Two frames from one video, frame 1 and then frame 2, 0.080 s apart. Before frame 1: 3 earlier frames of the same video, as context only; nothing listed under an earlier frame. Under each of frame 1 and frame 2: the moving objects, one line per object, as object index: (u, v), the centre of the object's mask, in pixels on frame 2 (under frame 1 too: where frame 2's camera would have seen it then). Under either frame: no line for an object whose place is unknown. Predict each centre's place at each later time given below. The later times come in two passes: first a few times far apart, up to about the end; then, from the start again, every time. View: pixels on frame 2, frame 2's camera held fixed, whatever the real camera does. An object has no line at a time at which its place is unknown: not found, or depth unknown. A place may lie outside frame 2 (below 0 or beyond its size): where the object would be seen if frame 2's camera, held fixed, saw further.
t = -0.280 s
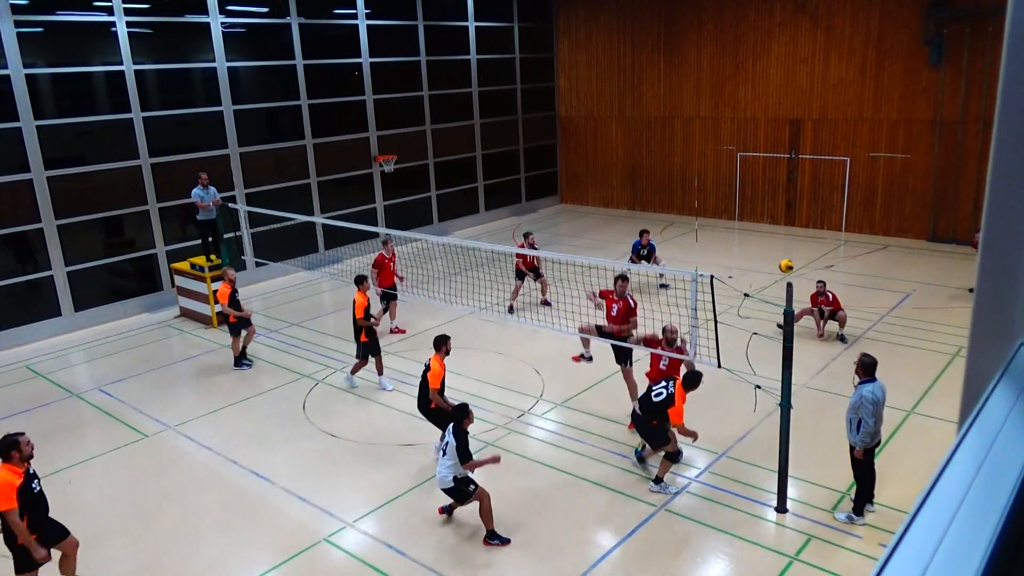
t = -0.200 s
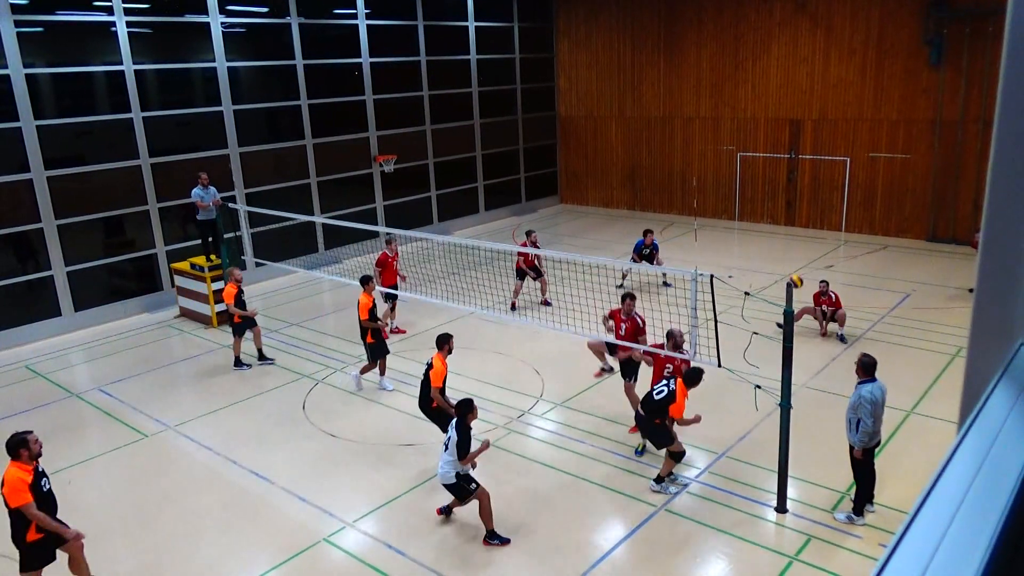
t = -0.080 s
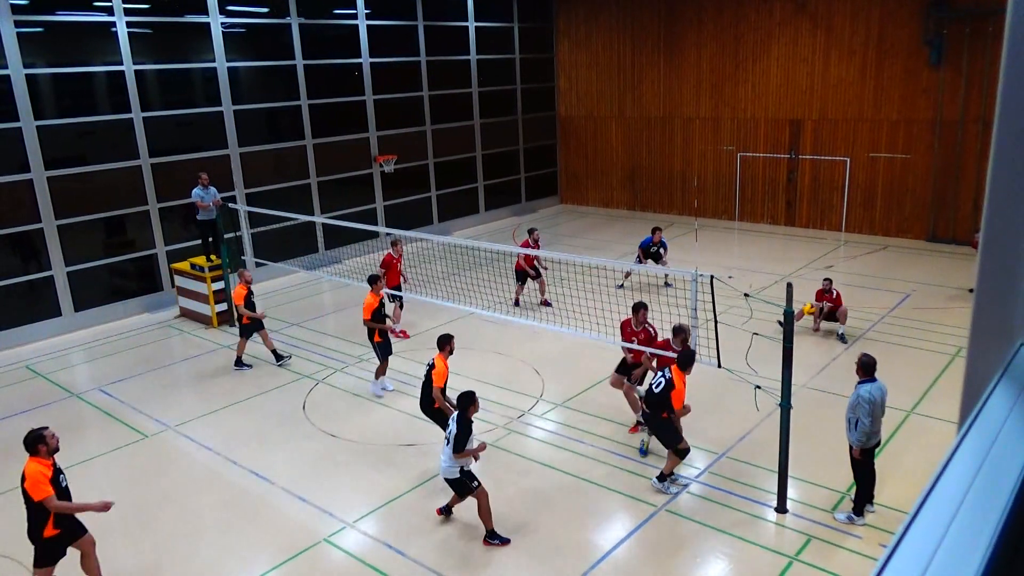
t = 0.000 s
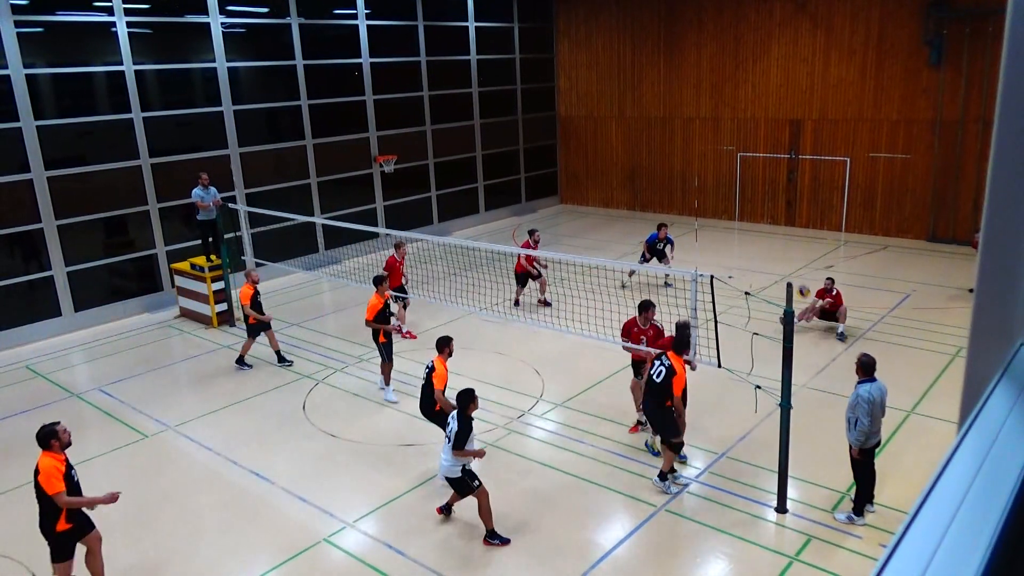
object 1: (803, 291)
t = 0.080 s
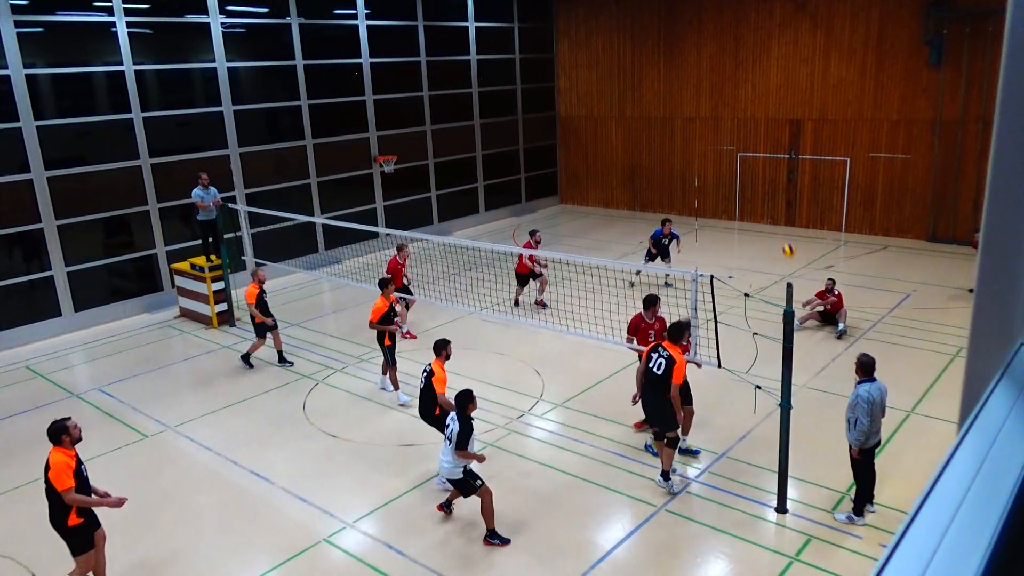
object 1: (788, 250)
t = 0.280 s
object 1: (750, 160)
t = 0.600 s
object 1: (685, 58)
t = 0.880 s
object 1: (624, 21)
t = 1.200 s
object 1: (555, 46)
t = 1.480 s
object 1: (496, 126)
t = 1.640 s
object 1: (466, 194)
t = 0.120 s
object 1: (781, 231)
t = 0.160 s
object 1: (774, 212)
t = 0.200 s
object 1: (766, 194)
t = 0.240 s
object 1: (757, 176)
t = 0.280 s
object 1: (750, 160)
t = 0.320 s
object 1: (743, 144)
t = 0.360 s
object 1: (735, 129)
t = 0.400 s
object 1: (727, 115)
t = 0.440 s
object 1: (719, 101)
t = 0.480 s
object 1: (711, 89)
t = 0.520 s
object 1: (701, 77)
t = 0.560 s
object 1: (694, 67)
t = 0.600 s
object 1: (685, 58)
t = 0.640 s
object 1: (676, 50)
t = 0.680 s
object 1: (668, 42)
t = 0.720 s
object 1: (659, 36)
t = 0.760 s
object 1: (651, 30)
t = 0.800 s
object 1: (642, 26)
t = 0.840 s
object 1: (633, 23)
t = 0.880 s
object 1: (624, 21)
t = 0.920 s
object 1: (616, 21)
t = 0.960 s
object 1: (607, 21)
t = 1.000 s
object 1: (598, 22)
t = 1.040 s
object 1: (590, 24)
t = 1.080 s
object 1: (581, 28)
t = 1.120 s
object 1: (572, 32)
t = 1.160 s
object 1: (564, 38)
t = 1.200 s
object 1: (555, 46)
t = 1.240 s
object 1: (546, 54)
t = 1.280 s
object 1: (538, 63)
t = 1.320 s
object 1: (529, 74)
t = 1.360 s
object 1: (521, 85)
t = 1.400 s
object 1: (513, 98)
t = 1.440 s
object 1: (505, 111)
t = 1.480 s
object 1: (496, 126)
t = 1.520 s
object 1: (488, 142)
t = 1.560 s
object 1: (481, 158)
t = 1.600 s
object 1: (473, 175)
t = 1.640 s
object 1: (466, 194)
